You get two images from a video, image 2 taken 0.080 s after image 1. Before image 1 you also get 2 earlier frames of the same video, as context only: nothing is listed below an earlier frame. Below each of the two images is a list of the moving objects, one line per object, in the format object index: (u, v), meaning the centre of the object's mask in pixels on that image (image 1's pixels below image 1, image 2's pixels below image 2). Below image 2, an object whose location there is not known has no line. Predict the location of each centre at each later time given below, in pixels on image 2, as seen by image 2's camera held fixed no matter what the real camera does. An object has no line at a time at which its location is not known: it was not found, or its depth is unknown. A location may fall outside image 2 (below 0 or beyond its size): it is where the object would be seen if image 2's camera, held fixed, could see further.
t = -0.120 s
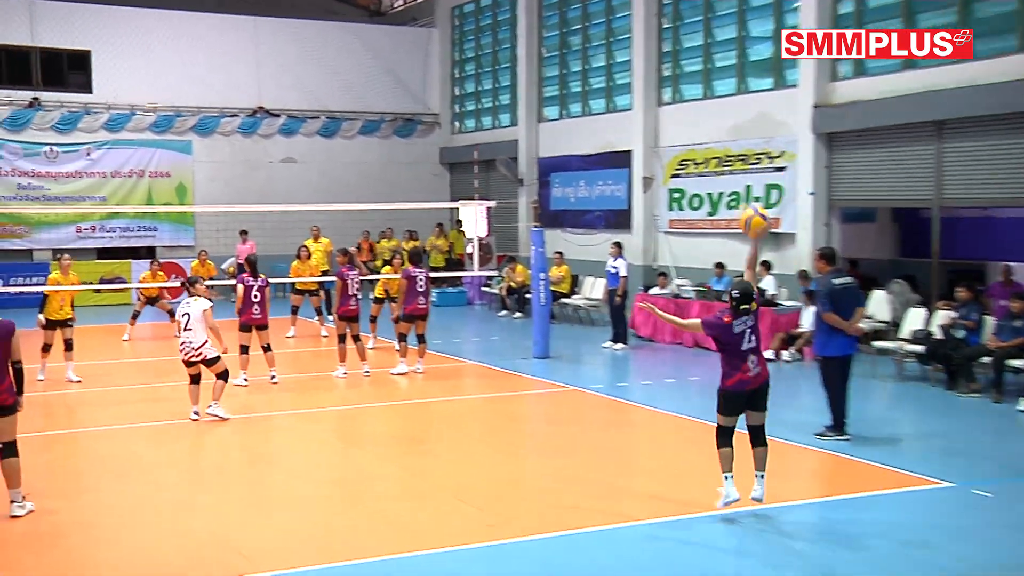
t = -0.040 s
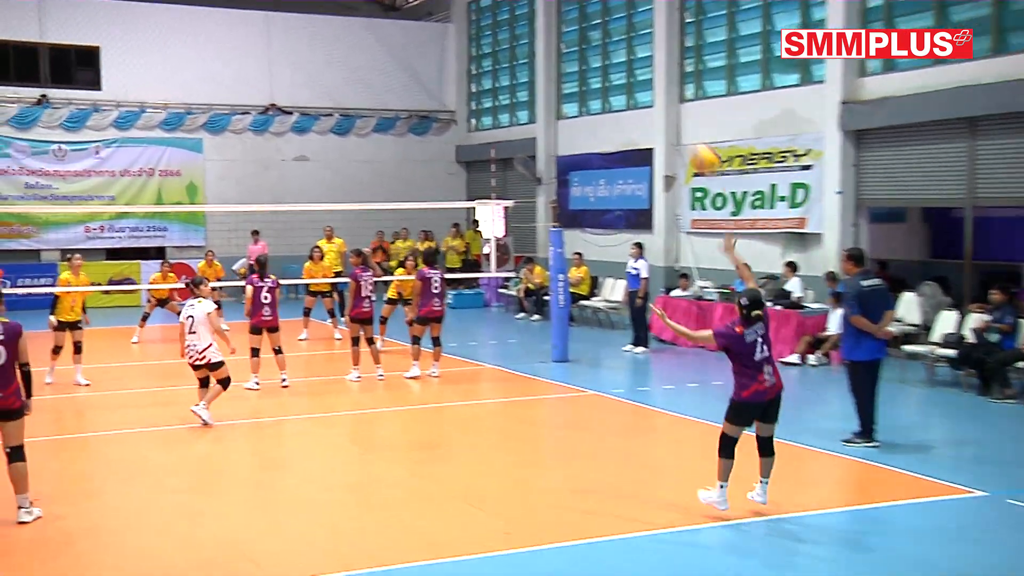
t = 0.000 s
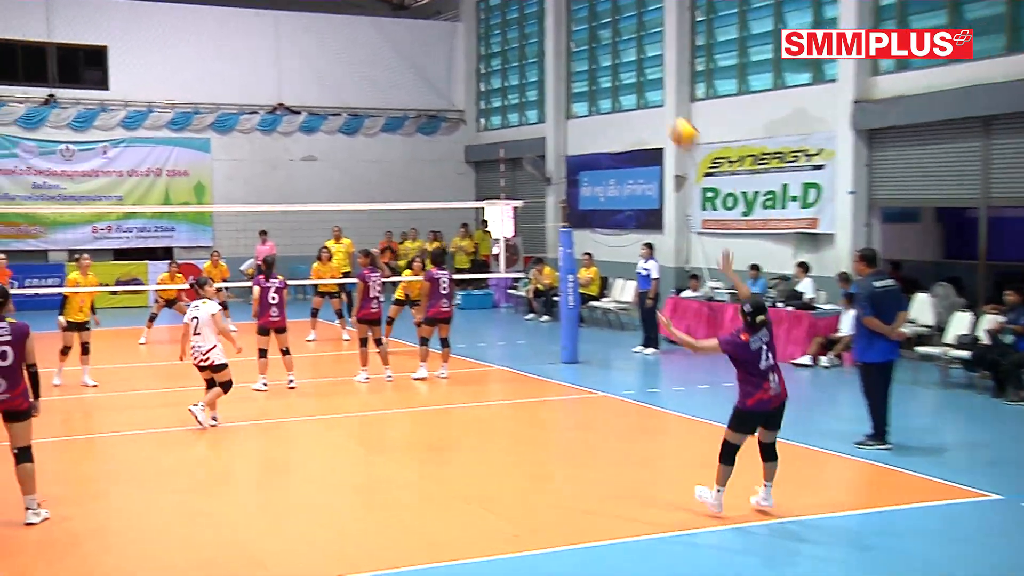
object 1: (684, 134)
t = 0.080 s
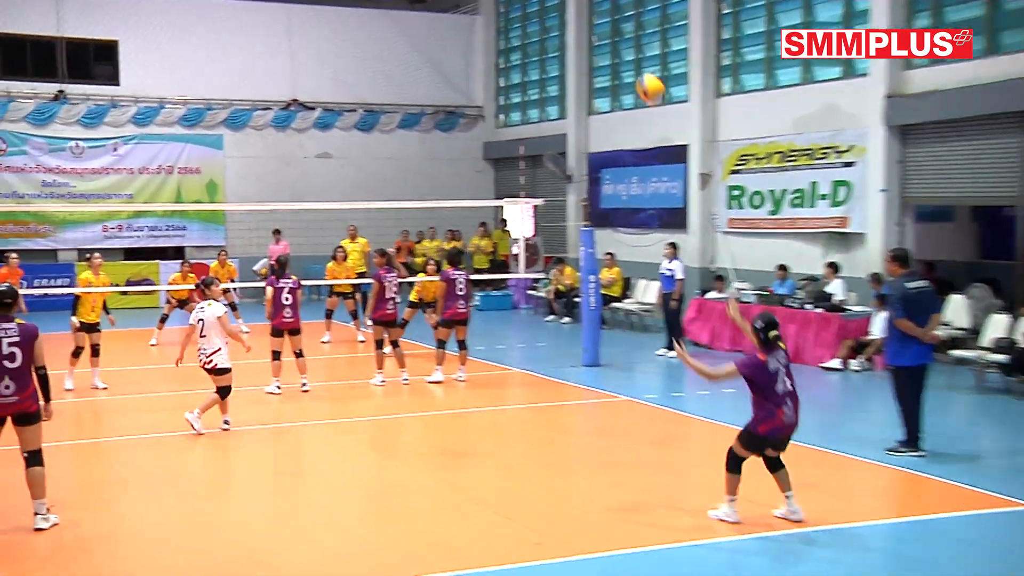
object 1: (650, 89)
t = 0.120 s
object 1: (625, 74)
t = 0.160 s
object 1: (602, 60)
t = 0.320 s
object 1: (522, 33)
